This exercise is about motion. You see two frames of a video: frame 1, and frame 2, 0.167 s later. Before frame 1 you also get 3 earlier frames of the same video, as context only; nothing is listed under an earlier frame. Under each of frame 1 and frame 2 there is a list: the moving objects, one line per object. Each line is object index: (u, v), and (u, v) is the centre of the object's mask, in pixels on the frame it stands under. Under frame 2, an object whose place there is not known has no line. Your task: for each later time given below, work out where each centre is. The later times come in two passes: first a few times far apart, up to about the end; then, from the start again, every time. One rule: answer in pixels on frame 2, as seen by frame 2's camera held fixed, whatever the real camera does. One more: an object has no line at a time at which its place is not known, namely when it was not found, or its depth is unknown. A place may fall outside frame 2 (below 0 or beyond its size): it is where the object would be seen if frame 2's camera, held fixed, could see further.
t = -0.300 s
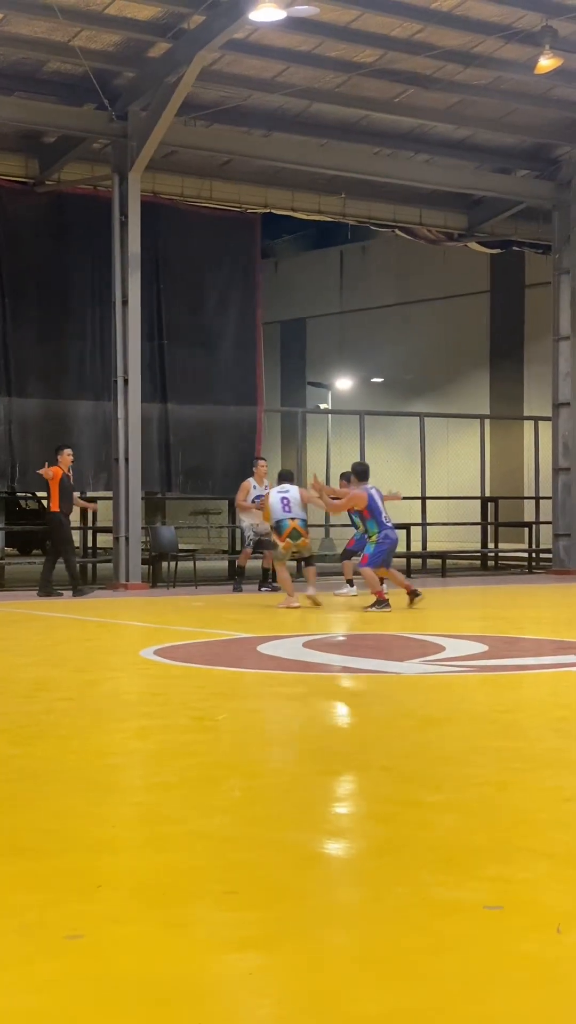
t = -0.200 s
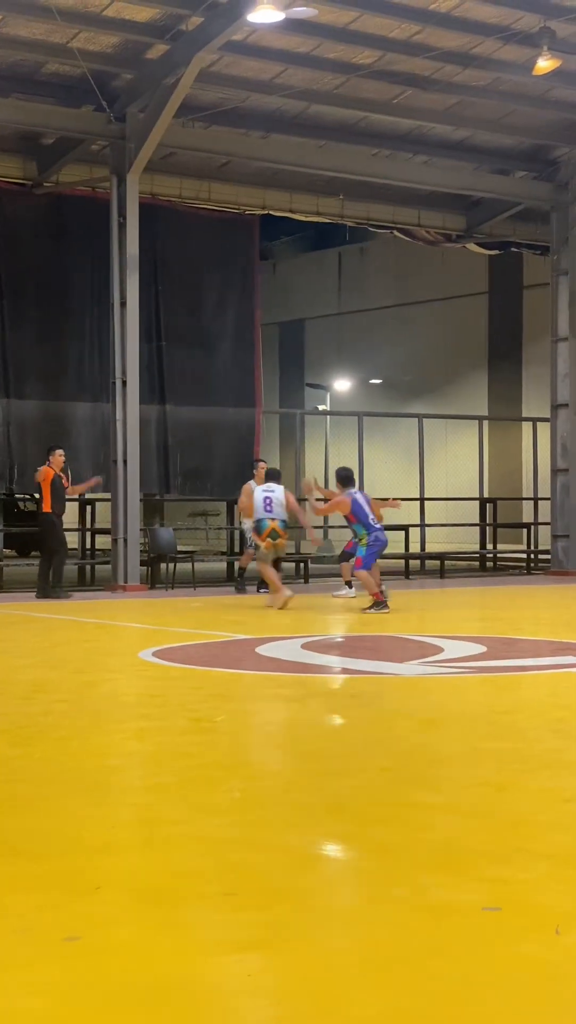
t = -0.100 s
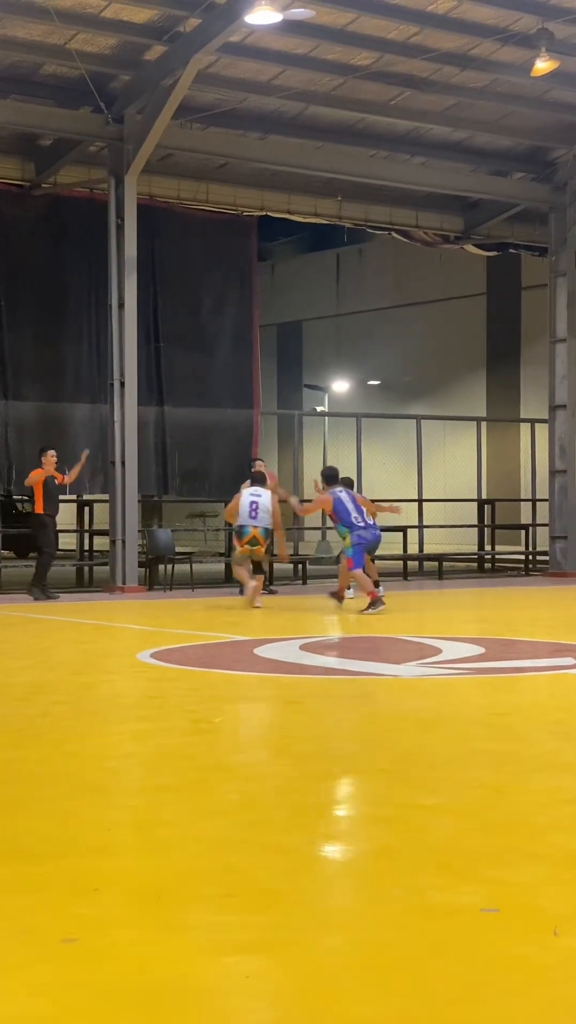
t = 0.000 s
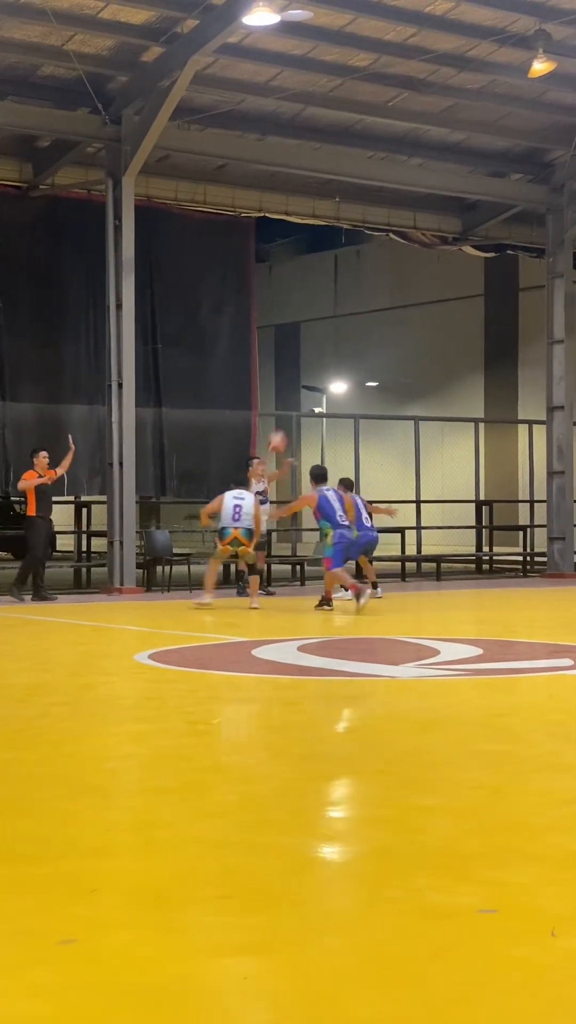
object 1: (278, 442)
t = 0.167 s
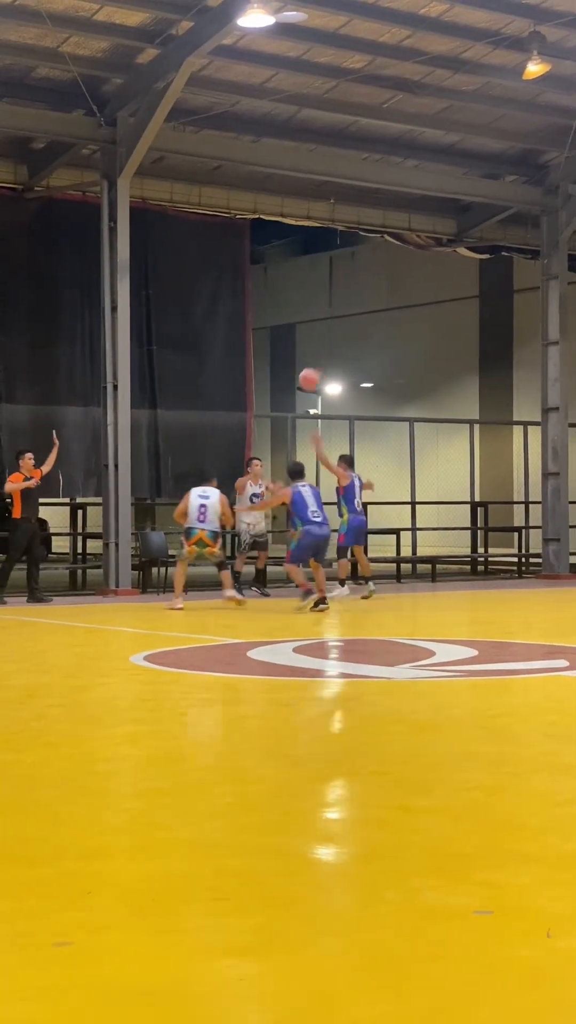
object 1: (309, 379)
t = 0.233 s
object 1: (325, 359)
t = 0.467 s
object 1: (385, 311)
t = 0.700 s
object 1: (456, 311)
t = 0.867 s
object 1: (514, 348)
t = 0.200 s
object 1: (317, 369)
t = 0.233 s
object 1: (325, 359)
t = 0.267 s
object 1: (333, 349)
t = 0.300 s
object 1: (342, 341)
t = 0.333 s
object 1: (350, 333)
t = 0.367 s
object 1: (359, 326)
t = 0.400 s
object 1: (367, 321)
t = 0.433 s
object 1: (376, 316)
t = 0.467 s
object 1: (385, 311)
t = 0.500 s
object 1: (394, 308)
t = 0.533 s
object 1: (404, 306)
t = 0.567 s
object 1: (414, 305)
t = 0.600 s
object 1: (424, 305)
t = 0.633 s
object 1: (435, 306)
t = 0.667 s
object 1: (445, 308)
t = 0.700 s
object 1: (456, 311)
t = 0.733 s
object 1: (467, 316)
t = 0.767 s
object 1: (478, 322)
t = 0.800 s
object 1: (490, 329)
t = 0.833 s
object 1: (502, 338)
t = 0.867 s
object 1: (514, 348)
